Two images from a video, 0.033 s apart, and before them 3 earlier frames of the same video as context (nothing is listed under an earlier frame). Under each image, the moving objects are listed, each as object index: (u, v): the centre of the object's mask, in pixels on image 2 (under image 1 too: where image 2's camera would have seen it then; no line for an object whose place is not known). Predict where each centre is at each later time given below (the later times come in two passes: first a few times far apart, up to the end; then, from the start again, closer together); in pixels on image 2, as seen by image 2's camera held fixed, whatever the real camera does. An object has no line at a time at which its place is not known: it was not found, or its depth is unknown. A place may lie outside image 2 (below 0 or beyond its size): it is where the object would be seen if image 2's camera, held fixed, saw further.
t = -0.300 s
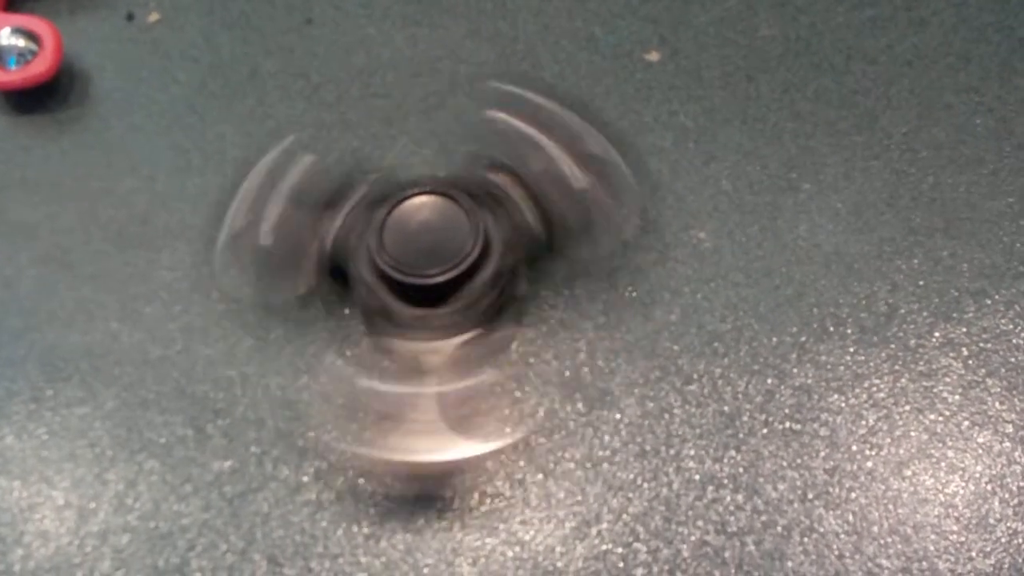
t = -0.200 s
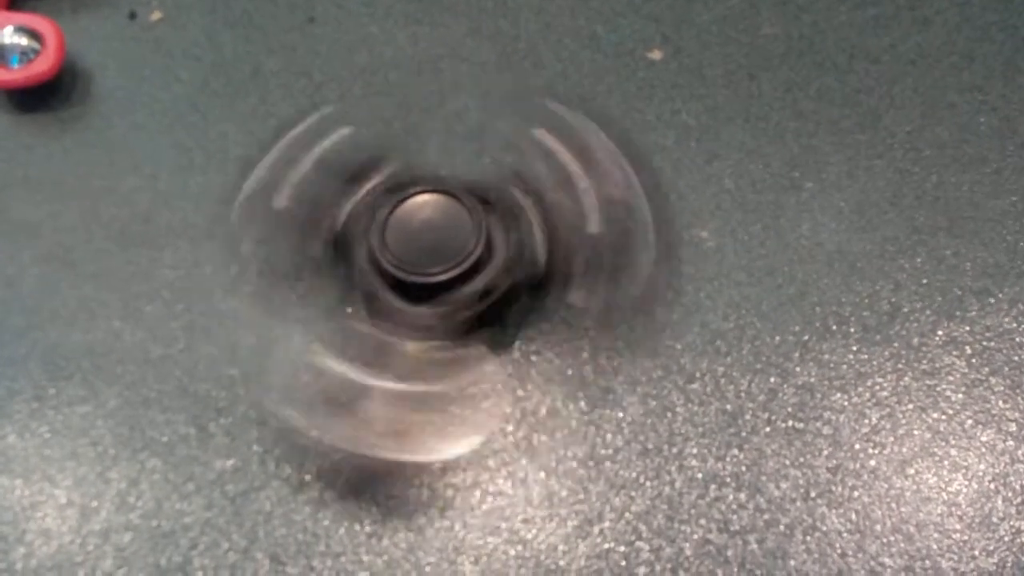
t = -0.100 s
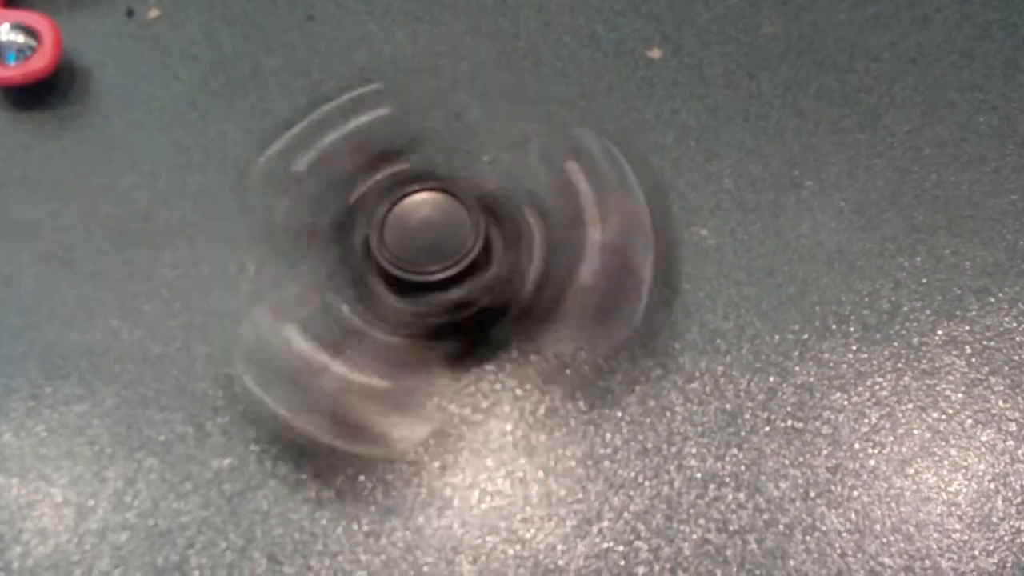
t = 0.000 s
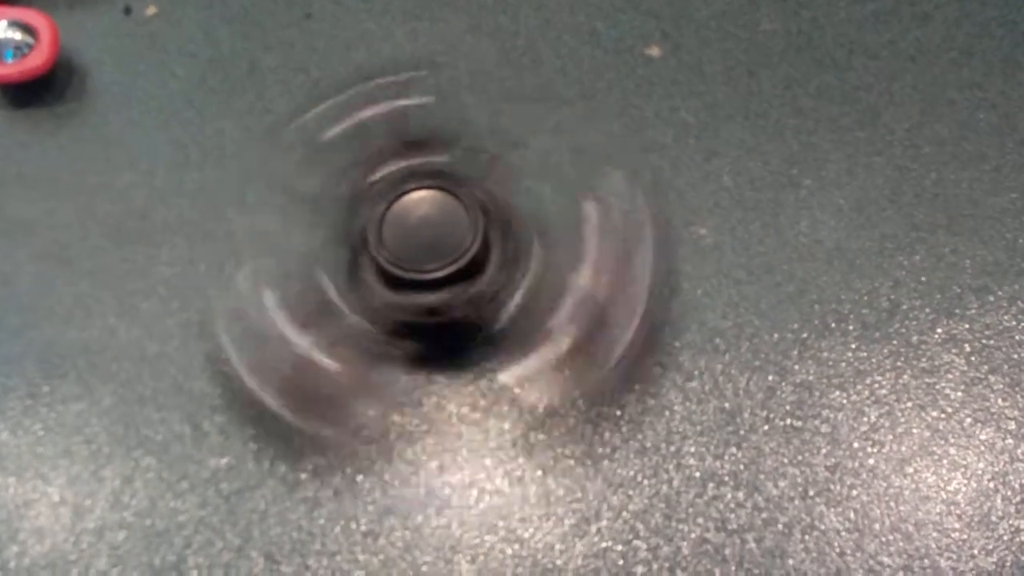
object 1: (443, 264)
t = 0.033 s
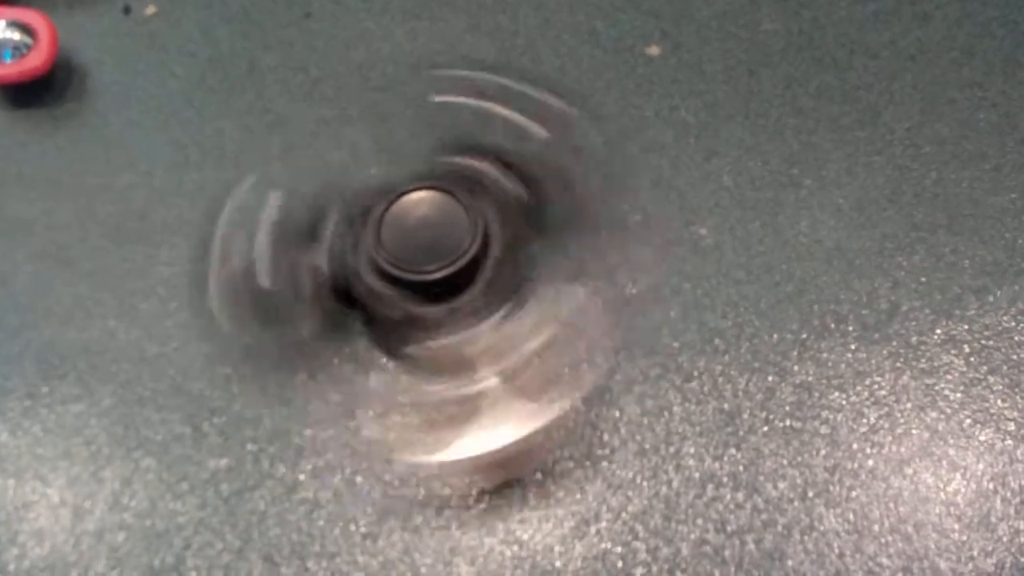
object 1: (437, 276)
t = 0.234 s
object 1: (426, 272)
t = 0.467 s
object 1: (427, 269)
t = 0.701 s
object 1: (433, 259)
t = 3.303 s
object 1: (439, 261)
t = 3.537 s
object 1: (440, 278)
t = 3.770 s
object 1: (437, 255)
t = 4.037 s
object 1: (437, 262)
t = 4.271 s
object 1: (442, 263)
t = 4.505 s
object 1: (429, 272)
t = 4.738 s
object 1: (441, 267)
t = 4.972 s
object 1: (424, 257)
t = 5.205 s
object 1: (439, 268)
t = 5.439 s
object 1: (426, 262)
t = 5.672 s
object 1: (436, 265)
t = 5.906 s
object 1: (438, 274)
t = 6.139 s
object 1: (436, 267)
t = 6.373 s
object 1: (432, 286)
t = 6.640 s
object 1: (444, 264)
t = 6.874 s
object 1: (432, 263)
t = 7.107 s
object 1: (447, 253)
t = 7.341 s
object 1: (434, 281)
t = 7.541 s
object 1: (431, 279)
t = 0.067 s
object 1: (437, 263)
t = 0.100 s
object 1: (448, 264)
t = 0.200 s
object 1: (435, 273)
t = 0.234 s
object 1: (426, 272)
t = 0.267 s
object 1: (431, 272)
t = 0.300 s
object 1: (428, 276)
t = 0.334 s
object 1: (434, 261)
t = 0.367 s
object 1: (431, 261)
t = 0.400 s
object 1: (429, 263)
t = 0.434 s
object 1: (437, 264)
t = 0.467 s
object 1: (427, 269)
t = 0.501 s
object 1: (429, 269)
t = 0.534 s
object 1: (433, 272)
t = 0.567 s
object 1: (432, 267)
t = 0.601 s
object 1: (436, 259)
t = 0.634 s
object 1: (431, 267)
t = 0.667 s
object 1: (437, 265)
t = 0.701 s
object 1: (433, 259)
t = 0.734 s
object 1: (436, 273)
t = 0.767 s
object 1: (430, 254)
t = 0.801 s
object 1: (430, 265)
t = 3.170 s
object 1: (437, 277)
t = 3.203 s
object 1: (441, 261)
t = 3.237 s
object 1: (450, 261)
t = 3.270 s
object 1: (435, 280)
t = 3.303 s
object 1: (439, 261)
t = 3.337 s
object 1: (441, 276)
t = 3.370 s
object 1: (435, 269)
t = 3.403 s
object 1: (434, 263)
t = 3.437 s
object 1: (441, 269)
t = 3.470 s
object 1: (434, 264)
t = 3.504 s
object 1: (431, 257)
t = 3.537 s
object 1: (440, 278)
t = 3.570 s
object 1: (429, 255)
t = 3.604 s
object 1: (444, 256)
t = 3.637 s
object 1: (431, 281)
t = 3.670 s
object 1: (435, 253)
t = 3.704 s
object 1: (445, 260)
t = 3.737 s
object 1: (430, 277)
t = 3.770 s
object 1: (437, 255)
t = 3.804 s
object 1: (436, 268)
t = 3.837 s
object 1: (428, 263)
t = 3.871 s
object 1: (440, 259)
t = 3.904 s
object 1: (436, 275)
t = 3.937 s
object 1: (437, 262)
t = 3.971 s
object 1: (436, 262)
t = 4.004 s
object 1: (448, 279)
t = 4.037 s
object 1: (437, 262)
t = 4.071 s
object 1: (442, 268)
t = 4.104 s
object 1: (436, 270)
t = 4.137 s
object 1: (432, 256)
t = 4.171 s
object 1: (446, 266)
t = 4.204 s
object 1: (428, 264)
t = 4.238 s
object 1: (434, 254)
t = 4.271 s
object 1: (442, 263)
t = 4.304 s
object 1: (428, 266)
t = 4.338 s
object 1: (432, 253)
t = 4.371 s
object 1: (436, 270)
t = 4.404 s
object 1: (427, 258)
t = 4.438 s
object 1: (443, 254)
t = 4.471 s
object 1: (440, 277)
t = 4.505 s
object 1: (429, 272)
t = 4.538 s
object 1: (432, 258)
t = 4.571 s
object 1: (424, 270)
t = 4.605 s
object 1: (437, 251)
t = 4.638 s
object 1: (441, 264)
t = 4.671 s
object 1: (429, 280)
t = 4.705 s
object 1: (436, 252)
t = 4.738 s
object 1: (441, 267)
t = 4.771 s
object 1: (431, 263)
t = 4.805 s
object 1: (431, 250)
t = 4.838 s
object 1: (440, 274)
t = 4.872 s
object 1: (432, 264)
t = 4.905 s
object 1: (438, 253)
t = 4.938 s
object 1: (439, 279)
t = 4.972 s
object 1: (424, 257)
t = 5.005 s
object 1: (436, 263)
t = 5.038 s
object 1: (438, 276)
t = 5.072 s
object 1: (425, 254)
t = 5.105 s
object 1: (441, 267)
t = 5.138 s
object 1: (437, 277)
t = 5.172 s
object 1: (428, 259)
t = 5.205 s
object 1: (439, 268)
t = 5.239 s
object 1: (431, 284)
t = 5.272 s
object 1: (434, 259)
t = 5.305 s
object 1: (444, 271)
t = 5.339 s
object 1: (423, 276)
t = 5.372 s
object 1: (434, 261)
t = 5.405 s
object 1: (441, 271)
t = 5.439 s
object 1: (426, 262)
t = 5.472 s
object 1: (435, 262)
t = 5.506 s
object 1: (438, 275)
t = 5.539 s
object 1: (429, 262)
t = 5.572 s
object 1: (438, 261)
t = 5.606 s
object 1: (434, 274)
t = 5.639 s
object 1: (426, 263)
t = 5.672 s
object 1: (436, 265)
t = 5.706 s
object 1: (424, 264)
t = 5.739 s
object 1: (428, 260)
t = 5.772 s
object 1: (432, 262)
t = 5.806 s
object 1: (426, 267)
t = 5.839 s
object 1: (431, 259)
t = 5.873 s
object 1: (442, 258)
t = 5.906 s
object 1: (438, 274)
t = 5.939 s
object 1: (438, 259)
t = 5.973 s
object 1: (439, 266)
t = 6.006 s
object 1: (433, 270)
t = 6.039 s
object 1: (446, 255)
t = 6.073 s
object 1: (437, 270)
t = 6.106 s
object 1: (434, 268)
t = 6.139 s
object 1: (436, 267)
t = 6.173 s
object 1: (436, 277)
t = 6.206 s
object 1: (429, 270)
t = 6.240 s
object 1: (442, 267)
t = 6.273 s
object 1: (439, 272)
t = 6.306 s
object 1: (431, 271)
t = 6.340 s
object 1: (441, 269)
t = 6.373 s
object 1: (432, 286)
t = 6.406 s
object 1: (430, 269)
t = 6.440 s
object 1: (436, 273)
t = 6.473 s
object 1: (432, 277)
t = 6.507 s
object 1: (433, 261)
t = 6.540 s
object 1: (448, 255)
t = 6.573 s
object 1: (429, 265)
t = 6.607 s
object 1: (433, 258)
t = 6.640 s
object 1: (444, 264)
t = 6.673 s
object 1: (432, 266)
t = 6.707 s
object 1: (438, 257)
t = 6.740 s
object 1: (440, 264)
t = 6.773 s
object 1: (434, 264)
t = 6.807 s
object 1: (438, 256)
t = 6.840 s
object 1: (437, 272)
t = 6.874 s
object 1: (432, 263)
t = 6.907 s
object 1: (447, 254)
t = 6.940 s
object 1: (445, 267)
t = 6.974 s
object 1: (427, 270)
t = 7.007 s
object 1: (446, 254)
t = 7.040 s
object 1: (441, 270)
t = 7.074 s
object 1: (424, 264)
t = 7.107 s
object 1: (447, 253)
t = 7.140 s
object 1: (438, 272)
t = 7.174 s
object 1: (432, 270)
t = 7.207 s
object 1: (437, 270)
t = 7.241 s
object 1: (435, 278)
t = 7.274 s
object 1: (433, 274)
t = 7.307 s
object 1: (443, 269)
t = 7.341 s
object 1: (434, 281)
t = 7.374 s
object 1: (427, 274)
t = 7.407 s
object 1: (438, 261)
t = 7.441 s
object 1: (437, 273)
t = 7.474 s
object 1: (432, 262)
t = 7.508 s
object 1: (445, 263)
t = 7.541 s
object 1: (431, 279)
